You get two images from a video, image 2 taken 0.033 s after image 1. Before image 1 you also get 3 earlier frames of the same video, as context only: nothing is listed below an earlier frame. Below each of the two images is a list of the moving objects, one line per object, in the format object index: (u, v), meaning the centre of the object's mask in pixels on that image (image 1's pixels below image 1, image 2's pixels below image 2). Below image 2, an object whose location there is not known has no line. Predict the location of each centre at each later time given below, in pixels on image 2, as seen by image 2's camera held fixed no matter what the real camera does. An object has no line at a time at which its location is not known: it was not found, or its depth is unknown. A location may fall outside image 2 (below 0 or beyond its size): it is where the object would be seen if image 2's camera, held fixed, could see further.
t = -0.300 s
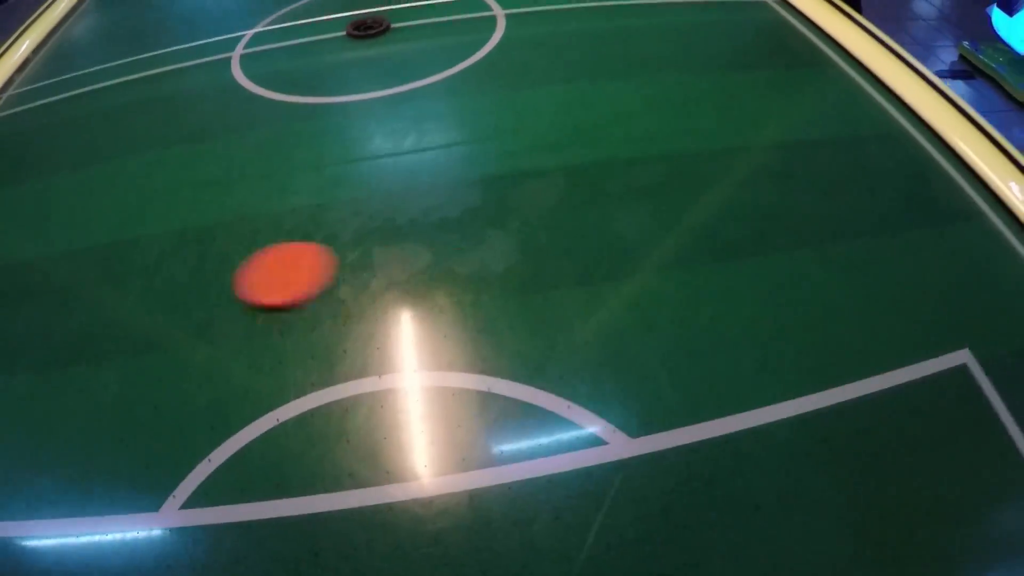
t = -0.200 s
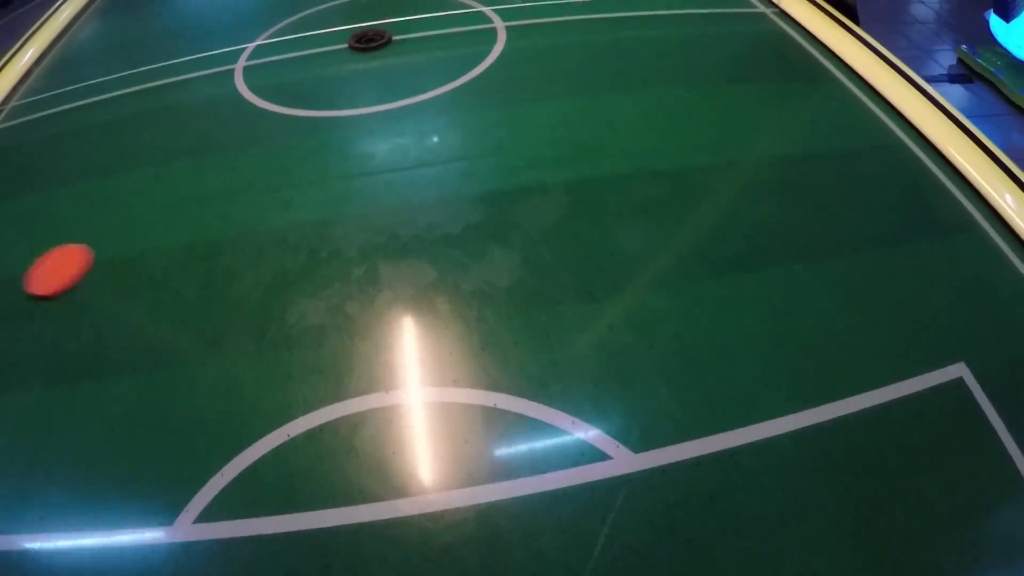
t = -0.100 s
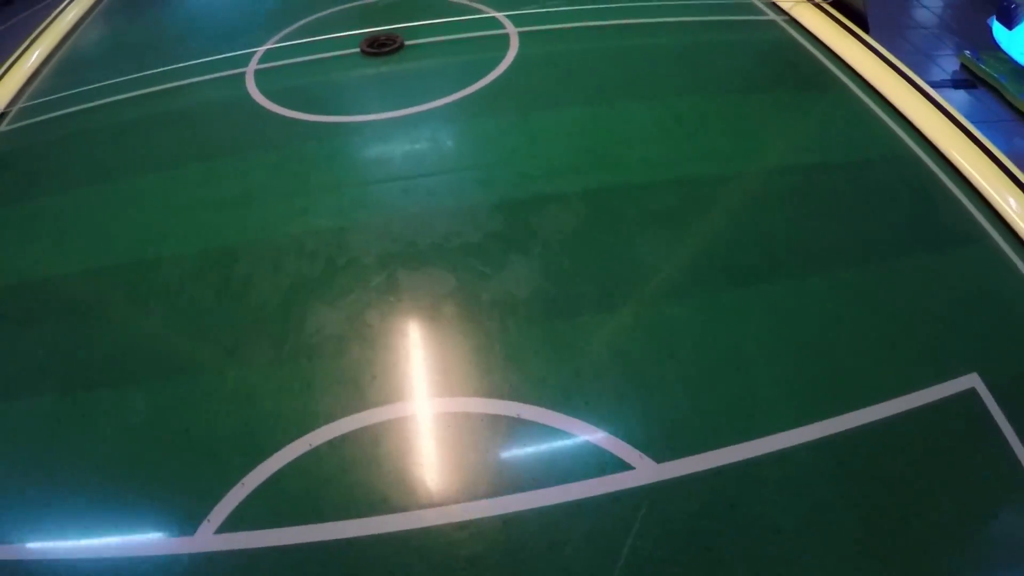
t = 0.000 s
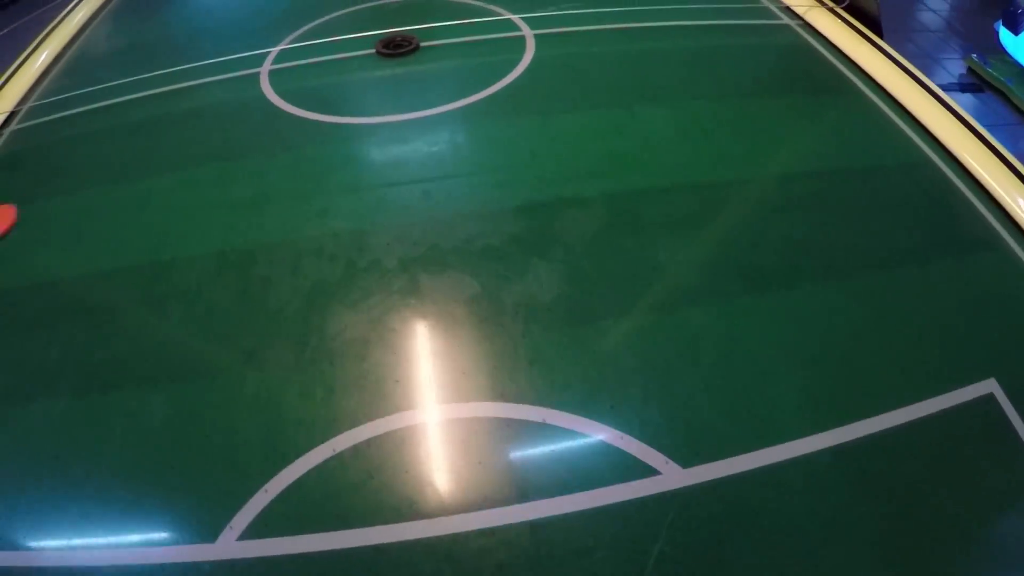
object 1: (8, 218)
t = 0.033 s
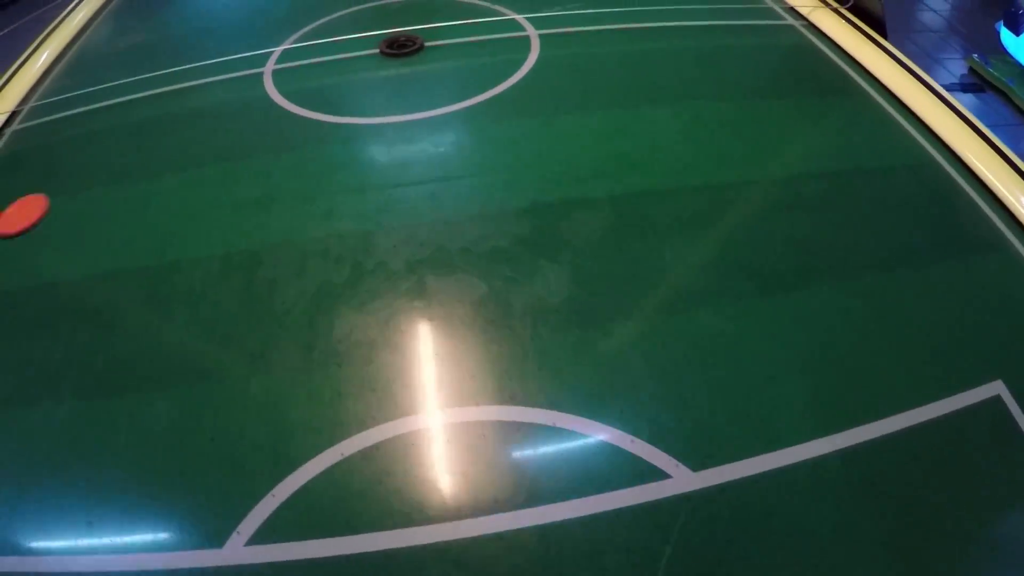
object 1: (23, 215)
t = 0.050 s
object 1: (36, 210)
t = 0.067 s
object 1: (49, 204)
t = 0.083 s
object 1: (62, 199)
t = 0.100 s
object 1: (76, 193)
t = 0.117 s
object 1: (91, 187)
